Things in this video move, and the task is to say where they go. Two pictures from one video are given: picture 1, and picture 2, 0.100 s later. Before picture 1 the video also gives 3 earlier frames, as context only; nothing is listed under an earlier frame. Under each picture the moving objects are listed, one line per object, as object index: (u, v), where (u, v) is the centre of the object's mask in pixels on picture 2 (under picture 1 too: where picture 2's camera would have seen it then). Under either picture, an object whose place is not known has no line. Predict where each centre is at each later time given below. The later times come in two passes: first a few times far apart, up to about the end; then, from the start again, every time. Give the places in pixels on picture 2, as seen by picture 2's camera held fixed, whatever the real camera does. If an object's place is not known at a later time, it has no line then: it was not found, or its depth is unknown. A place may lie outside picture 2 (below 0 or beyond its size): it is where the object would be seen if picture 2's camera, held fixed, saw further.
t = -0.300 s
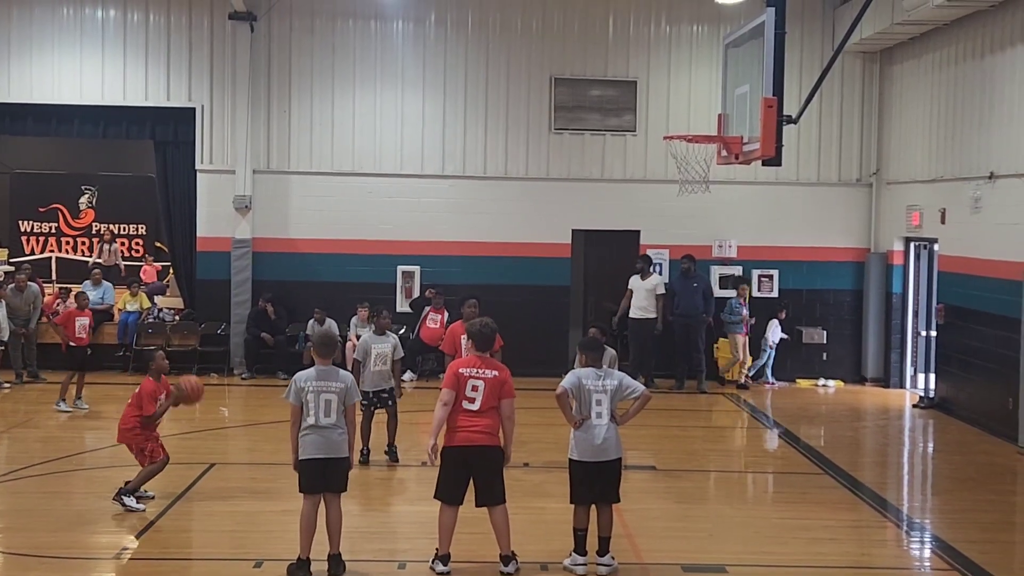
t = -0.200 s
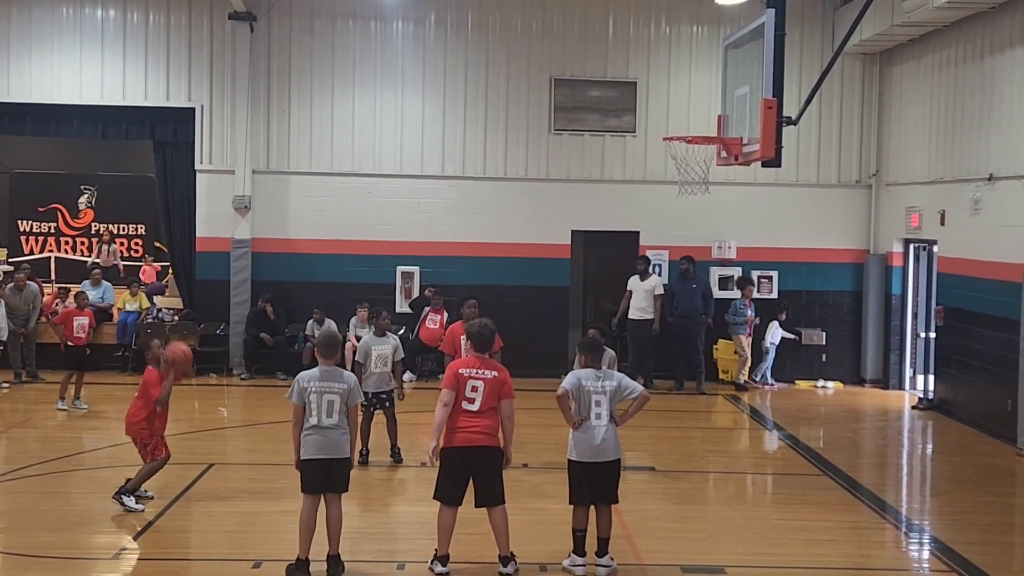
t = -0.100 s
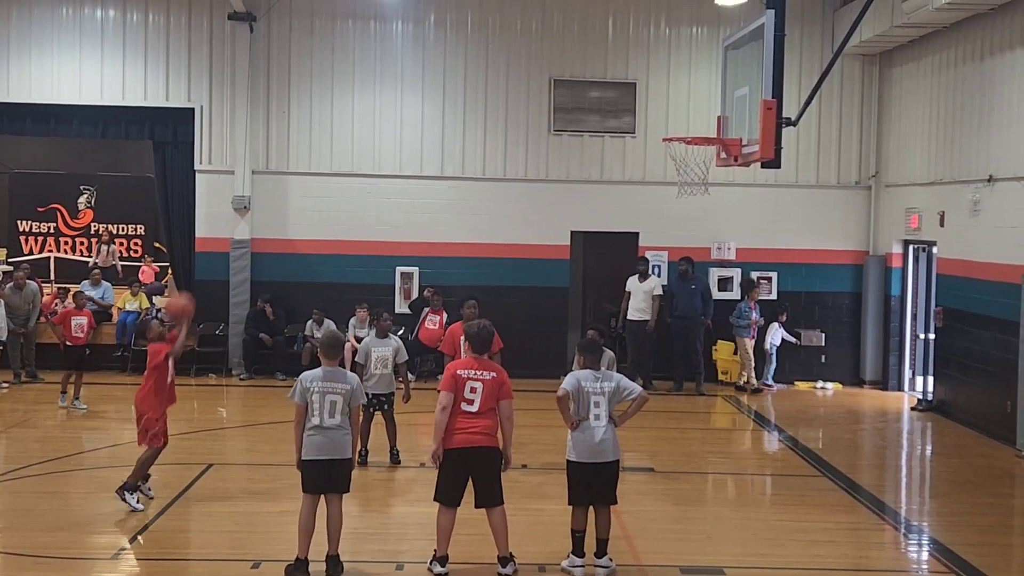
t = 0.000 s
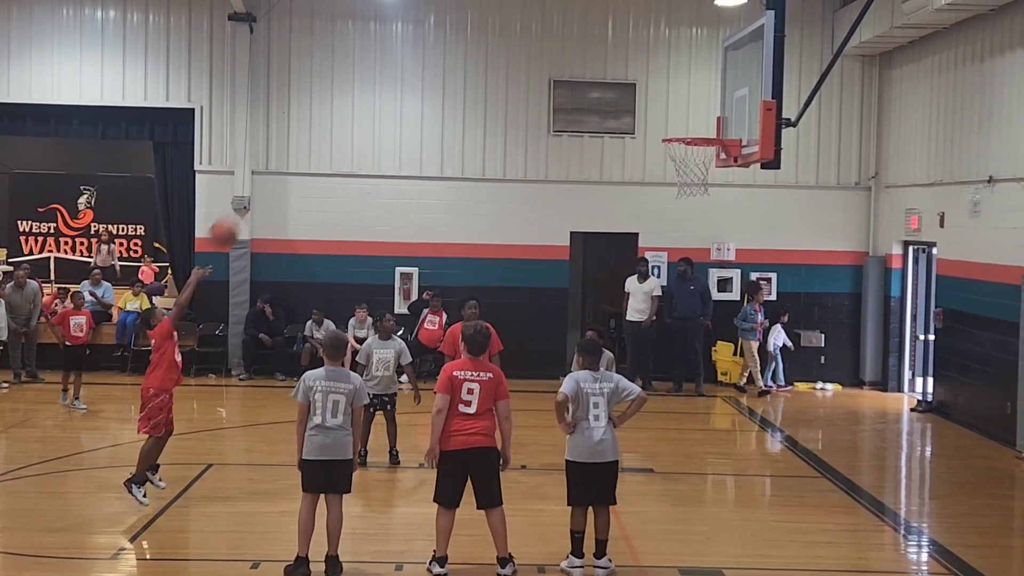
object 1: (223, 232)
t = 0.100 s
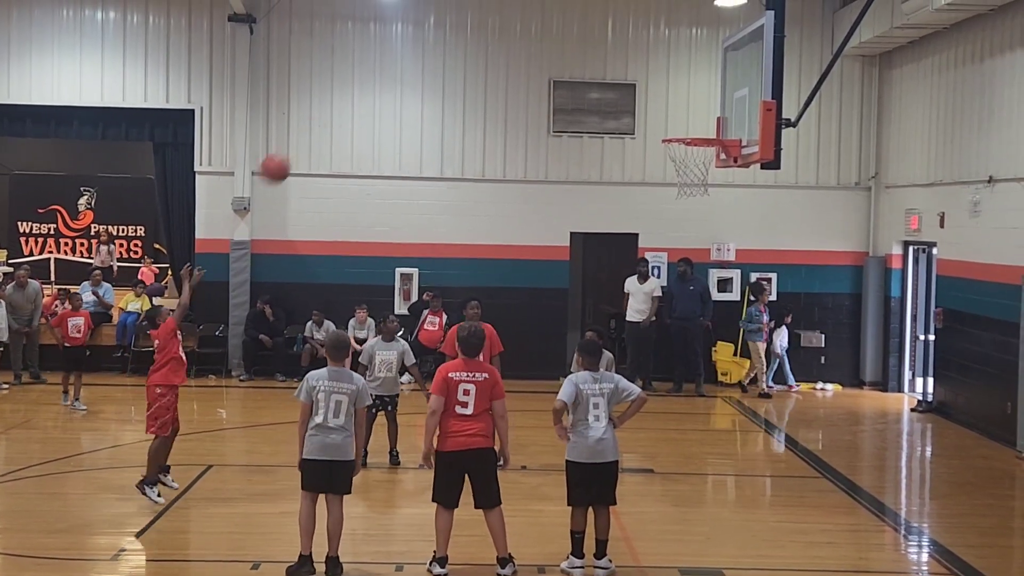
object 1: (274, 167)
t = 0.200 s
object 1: (324, 114)
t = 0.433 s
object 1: (437, 35)
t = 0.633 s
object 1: (532, 25)
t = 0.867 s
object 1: (638, 72)
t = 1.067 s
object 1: (684, 139)
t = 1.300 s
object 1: (703, 161)
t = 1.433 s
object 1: (707, 178)
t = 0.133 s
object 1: (292, 148)
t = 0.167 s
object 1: (308, 130)
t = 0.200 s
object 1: (324, 114)
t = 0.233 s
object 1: (341, 98)
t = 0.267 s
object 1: (358, 84)
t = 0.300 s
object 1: (374, 71)
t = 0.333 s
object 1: (390, 60)
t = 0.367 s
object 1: (406, 51)
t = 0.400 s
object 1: (422, 43)
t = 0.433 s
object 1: (437, 35)
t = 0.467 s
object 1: (454, 31)
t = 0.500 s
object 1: (469, 27)
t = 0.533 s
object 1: (484, 25)
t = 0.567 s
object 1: (501, 23)
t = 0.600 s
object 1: (516, 24)
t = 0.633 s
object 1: (532, 25)
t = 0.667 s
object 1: (546, 28)
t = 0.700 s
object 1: (562, 32)
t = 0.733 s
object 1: (577, 38)
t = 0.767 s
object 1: (593, 44)
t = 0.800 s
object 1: (608, 52)
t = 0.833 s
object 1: (623, 62)
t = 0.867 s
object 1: (638, 72)
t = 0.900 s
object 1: (654, 85)
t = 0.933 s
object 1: (668, 98)
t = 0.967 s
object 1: (683, 112)
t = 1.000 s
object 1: (698, 127)
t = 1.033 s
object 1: (698, 132)
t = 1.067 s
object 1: (684, 139)
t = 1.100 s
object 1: (683, 147)
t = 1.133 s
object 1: (685, 153)
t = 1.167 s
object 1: (692, 156)
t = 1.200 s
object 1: (694, 160)
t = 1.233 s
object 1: (700, 158)
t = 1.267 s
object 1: (701, 158)
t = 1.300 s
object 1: (703, 161)
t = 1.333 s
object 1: (704, 164)
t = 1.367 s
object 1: (704, 166)
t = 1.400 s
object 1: (706, 171)
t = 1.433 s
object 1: (707, 178)
